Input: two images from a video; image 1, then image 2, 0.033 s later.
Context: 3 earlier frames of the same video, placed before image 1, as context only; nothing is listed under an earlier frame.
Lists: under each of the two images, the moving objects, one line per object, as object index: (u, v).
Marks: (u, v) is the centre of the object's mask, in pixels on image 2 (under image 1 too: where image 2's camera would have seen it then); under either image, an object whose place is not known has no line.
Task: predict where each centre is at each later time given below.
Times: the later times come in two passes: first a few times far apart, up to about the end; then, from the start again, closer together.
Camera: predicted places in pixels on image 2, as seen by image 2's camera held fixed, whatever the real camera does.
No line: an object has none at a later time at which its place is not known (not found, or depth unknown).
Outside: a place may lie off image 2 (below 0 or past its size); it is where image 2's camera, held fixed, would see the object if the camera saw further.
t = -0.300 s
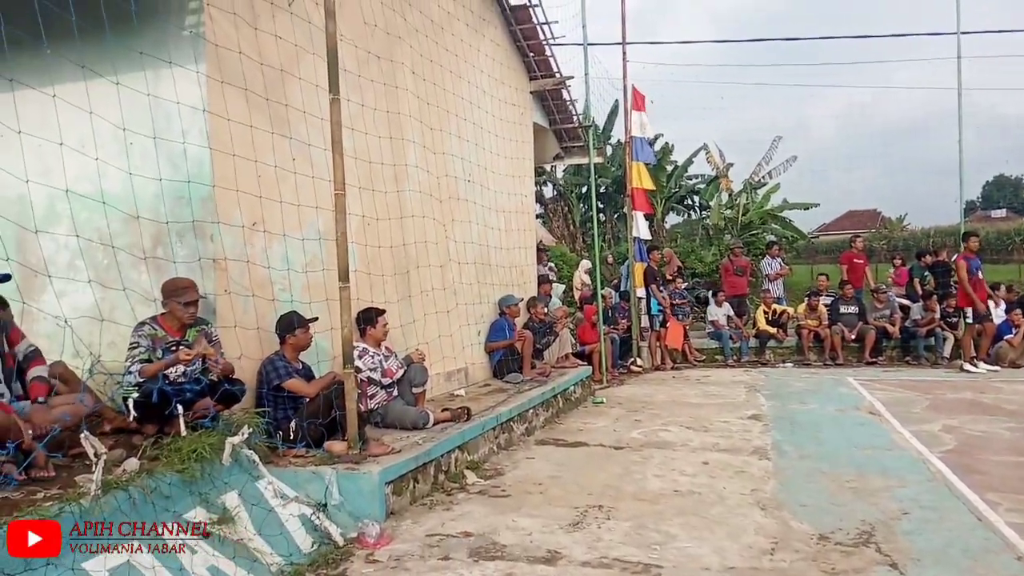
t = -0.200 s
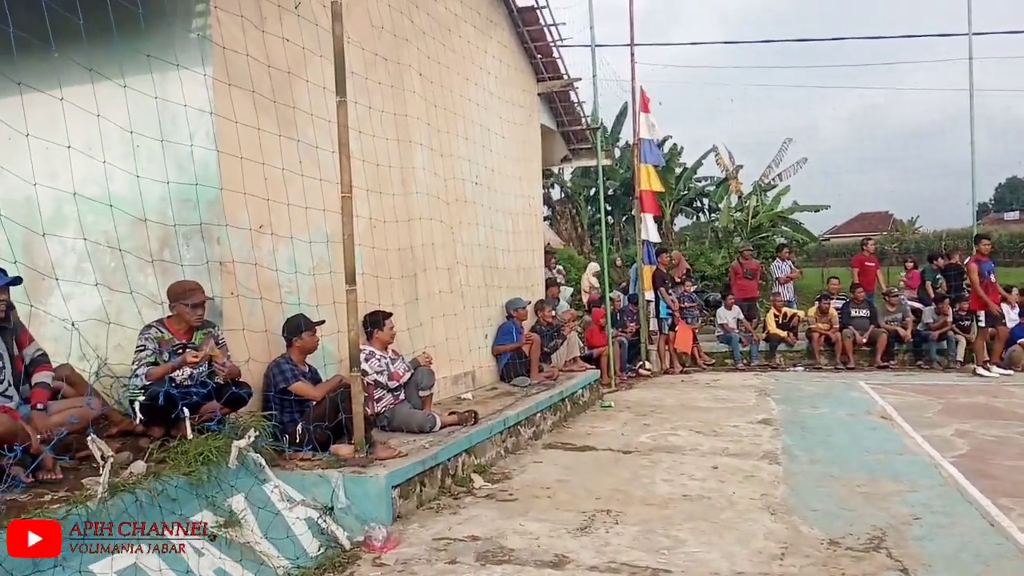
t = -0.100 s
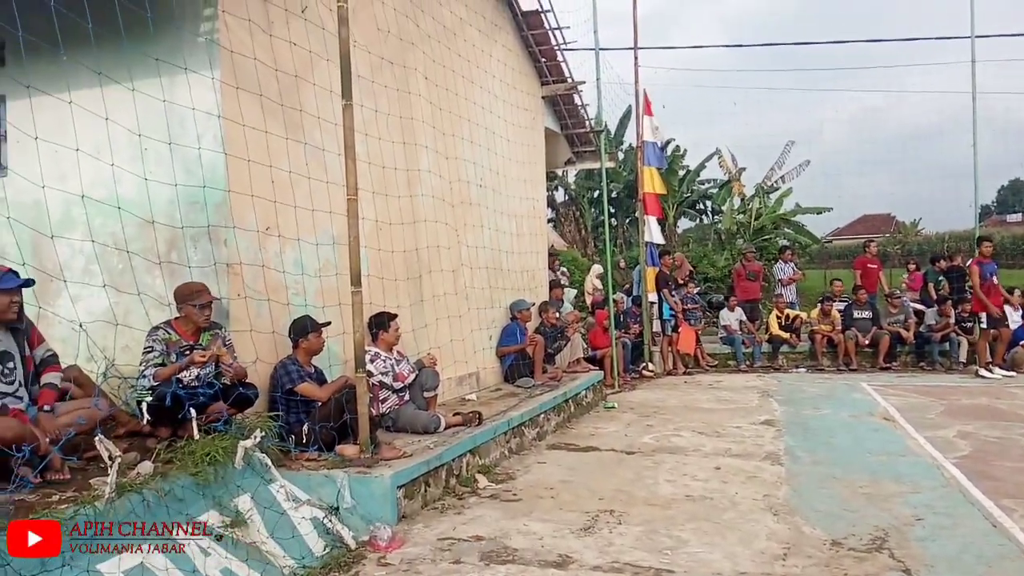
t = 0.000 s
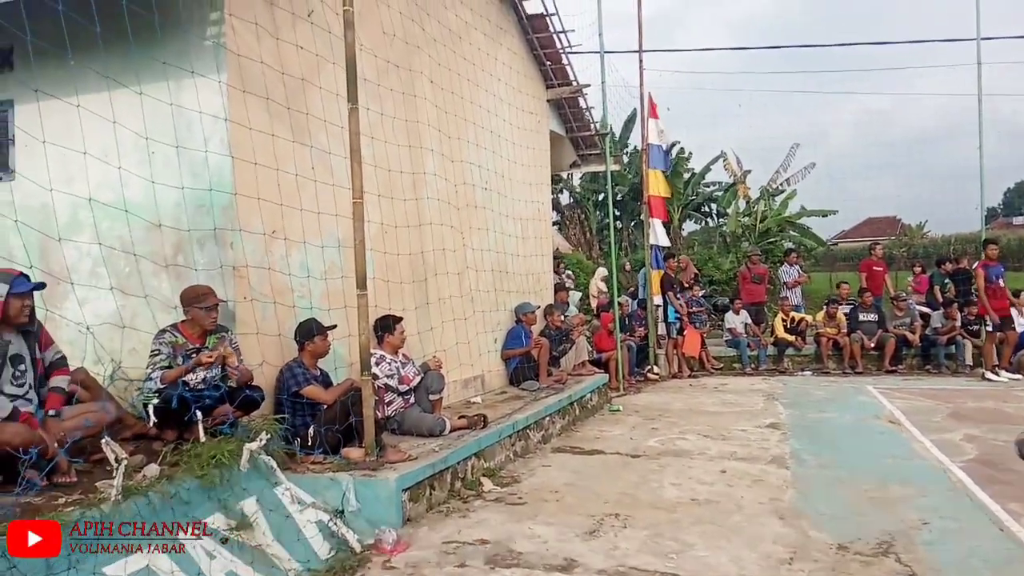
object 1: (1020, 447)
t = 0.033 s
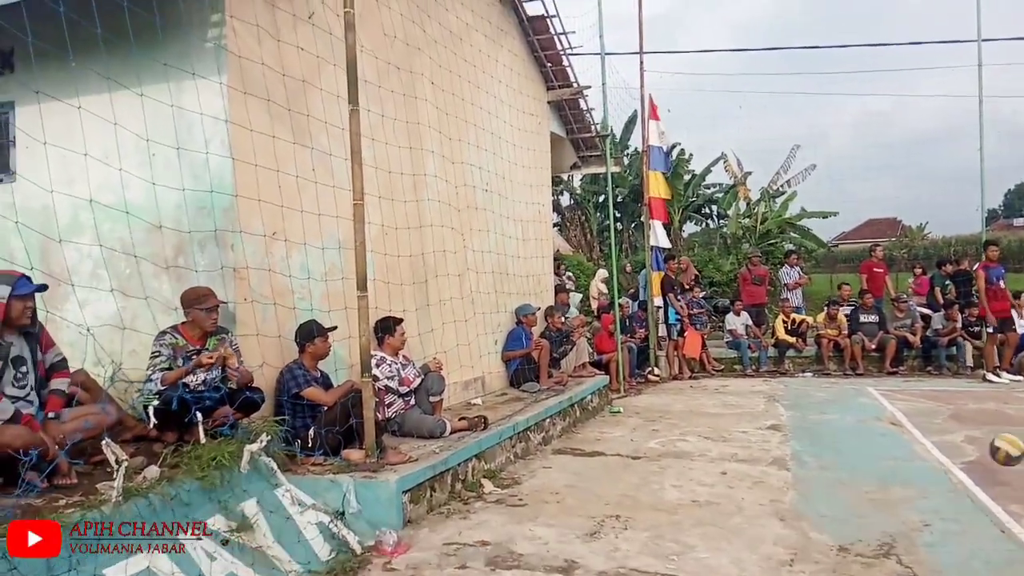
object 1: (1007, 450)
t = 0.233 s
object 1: (853, 458)
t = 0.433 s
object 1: (703, 469)
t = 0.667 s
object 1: (536, 471)
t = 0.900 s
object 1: (536, 405)
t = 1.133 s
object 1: (617, 385)
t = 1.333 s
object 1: (705, 446)
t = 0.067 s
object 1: (980, 454)
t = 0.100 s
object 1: (956, 459)
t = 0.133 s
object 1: (930, 465)
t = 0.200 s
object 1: (878, 461)
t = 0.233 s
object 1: (853, 458)
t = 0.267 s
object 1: (827, 455)
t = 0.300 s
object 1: (801, 455)
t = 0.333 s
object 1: (777, 456)
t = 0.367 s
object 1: (752, 460)
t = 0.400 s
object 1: (727, 465)
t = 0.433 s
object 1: (703, 469)
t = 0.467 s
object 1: (678, 464)
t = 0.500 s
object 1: (654, 461)
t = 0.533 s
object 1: (630, 460)
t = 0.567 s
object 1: (606, 461)
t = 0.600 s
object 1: (582, 463)
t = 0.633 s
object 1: (559, 467)
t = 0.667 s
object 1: (536, 471)
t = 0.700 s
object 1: (512, 468)
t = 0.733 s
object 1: (490, 465)
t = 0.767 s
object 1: (497, 450)
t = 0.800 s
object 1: (506, 437)
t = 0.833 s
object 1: (516, 425)
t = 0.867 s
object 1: (525, 414)
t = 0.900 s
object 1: (536, 405)
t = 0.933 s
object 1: (546, 398)
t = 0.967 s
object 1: (558, 391)
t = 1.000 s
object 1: (569, 386)
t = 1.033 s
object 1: (580, 383)
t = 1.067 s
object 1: (593, 382)
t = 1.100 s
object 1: (604, 382)
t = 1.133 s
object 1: (617, 385)
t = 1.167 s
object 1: (631, 389)
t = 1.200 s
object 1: (645, 395)
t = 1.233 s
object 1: (658, 405)
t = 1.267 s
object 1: (673, 416)
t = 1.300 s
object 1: (689, 430)
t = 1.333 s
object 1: (705, 446)
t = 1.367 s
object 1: (722, 466)
